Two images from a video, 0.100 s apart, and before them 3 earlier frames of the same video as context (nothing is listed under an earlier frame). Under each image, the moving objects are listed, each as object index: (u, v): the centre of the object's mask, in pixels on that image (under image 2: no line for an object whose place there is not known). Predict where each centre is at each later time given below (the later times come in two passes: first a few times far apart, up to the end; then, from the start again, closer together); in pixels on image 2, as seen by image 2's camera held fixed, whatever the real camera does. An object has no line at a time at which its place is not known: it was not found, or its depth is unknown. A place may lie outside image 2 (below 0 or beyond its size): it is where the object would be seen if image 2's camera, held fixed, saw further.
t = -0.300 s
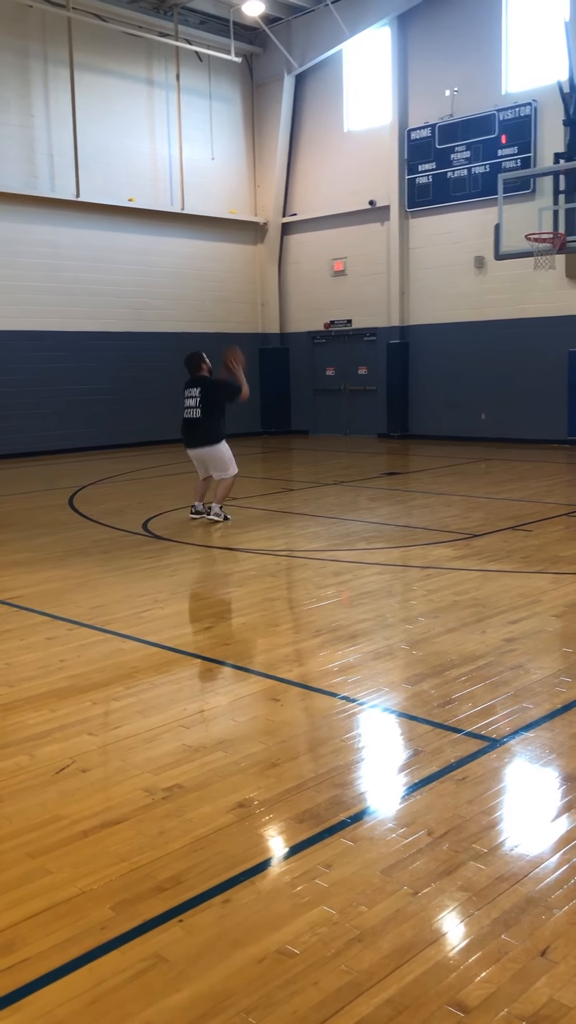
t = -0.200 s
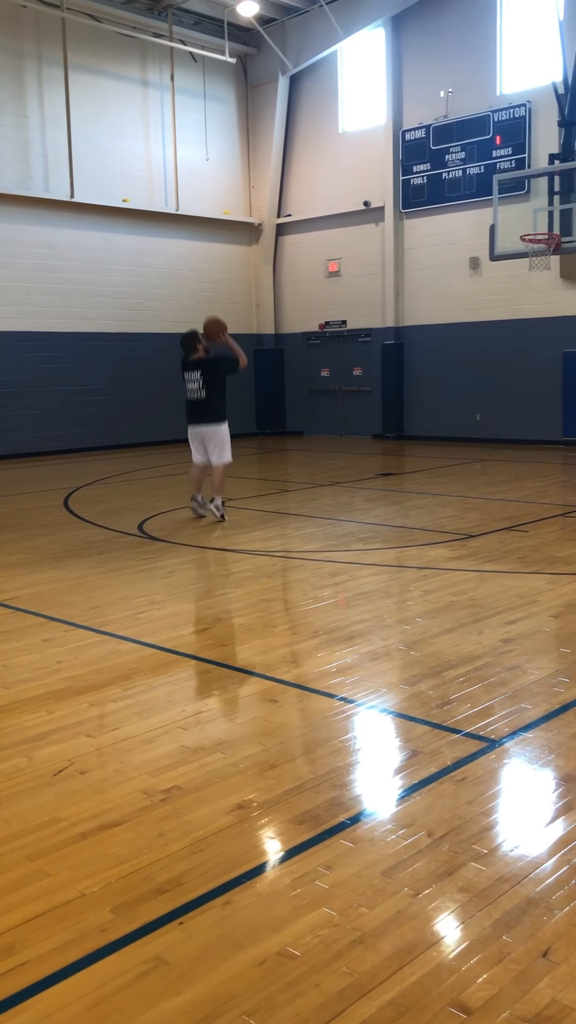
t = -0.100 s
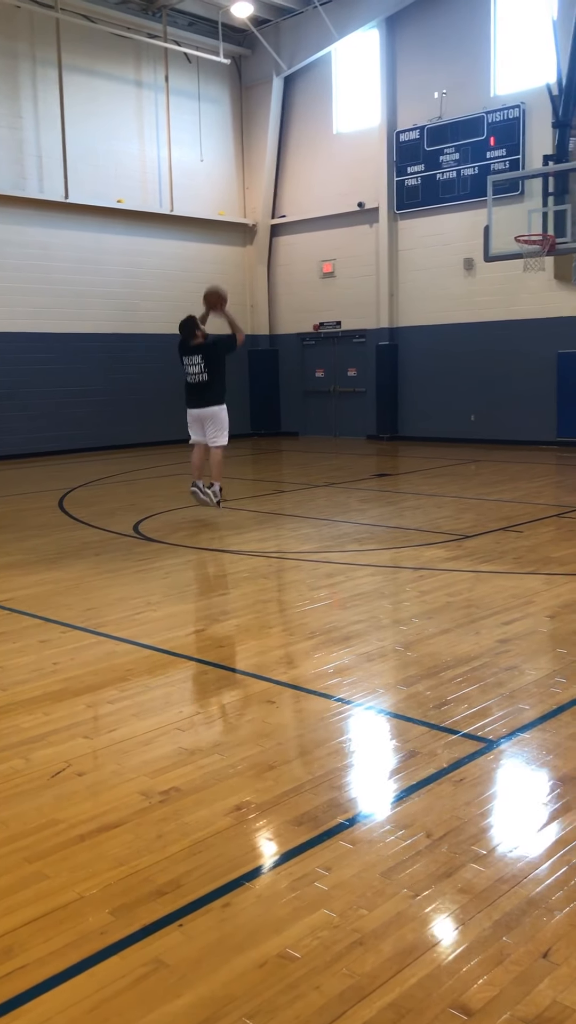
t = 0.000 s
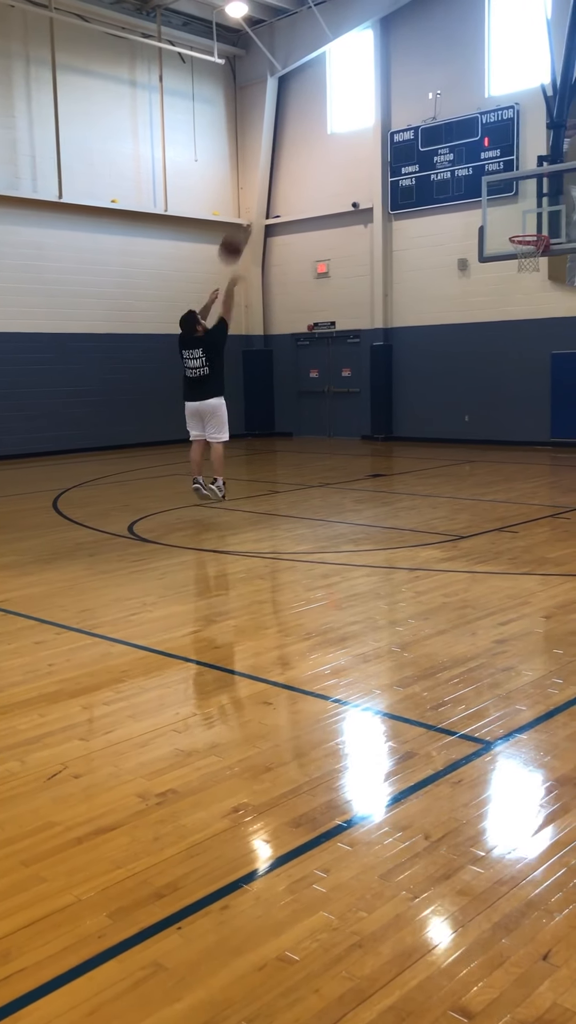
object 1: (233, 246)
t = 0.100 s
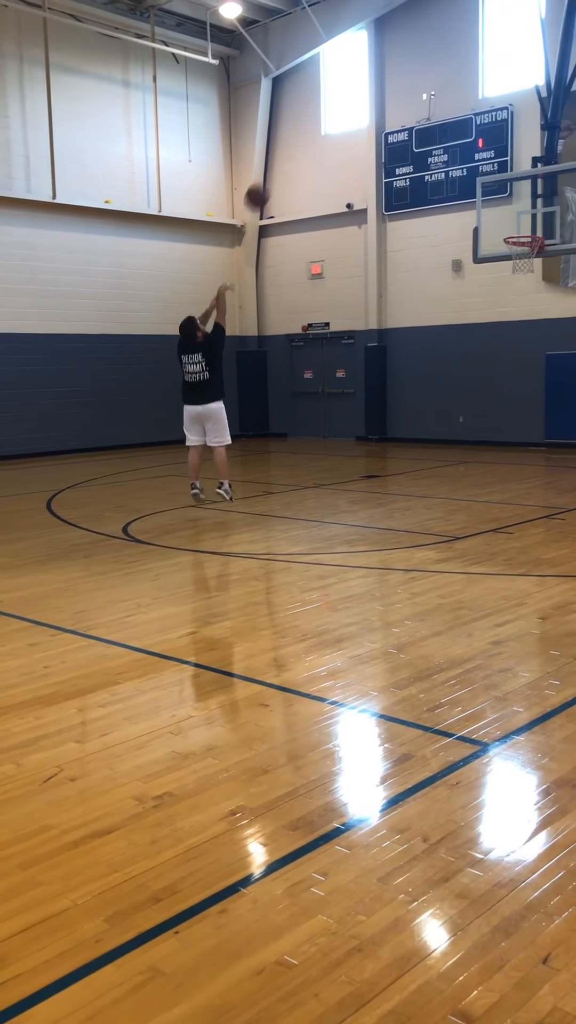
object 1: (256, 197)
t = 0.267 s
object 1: (305, 137)
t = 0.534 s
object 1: (378, 101)
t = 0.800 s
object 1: (444, 131)
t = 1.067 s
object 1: (497, 214)
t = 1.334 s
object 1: (470, 205)
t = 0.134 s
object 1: (266, 183)
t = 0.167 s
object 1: (277, 168)
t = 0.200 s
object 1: (286, 157)
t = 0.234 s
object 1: (296, 146)
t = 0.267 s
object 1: (305, 137)
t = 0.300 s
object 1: (314, 128)
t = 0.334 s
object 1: (323, 121)
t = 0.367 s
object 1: (332, 115)
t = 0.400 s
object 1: (343, 110)
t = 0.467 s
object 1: (362, 103)
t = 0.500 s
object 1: (371, 102)
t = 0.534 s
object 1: (378, 101)
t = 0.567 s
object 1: (386, 101)
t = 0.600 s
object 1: (395, 103)
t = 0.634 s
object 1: (403, 105)
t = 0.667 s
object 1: (411, 108)
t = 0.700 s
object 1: (420, 112)
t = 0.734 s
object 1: (427, 116)
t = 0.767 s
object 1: (435, 122)
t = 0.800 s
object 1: (444, 131)
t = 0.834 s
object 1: (449, 136)
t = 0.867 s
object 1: (458, 144)
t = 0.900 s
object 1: (464, 154)
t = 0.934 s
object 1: (470, 164)
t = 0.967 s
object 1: (477, 177)
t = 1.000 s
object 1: (485, 188)
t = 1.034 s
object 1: (491, 201)
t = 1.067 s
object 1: (497, 214)
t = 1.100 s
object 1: (503, 226)
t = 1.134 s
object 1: (502, 227)
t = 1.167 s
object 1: (496, 221)
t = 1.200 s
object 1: (491, 217)
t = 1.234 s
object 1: (486, 213)
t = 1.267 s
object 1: (481, 210)
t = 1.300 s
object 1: (475, 207)
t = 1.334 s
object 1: (470, 205)
